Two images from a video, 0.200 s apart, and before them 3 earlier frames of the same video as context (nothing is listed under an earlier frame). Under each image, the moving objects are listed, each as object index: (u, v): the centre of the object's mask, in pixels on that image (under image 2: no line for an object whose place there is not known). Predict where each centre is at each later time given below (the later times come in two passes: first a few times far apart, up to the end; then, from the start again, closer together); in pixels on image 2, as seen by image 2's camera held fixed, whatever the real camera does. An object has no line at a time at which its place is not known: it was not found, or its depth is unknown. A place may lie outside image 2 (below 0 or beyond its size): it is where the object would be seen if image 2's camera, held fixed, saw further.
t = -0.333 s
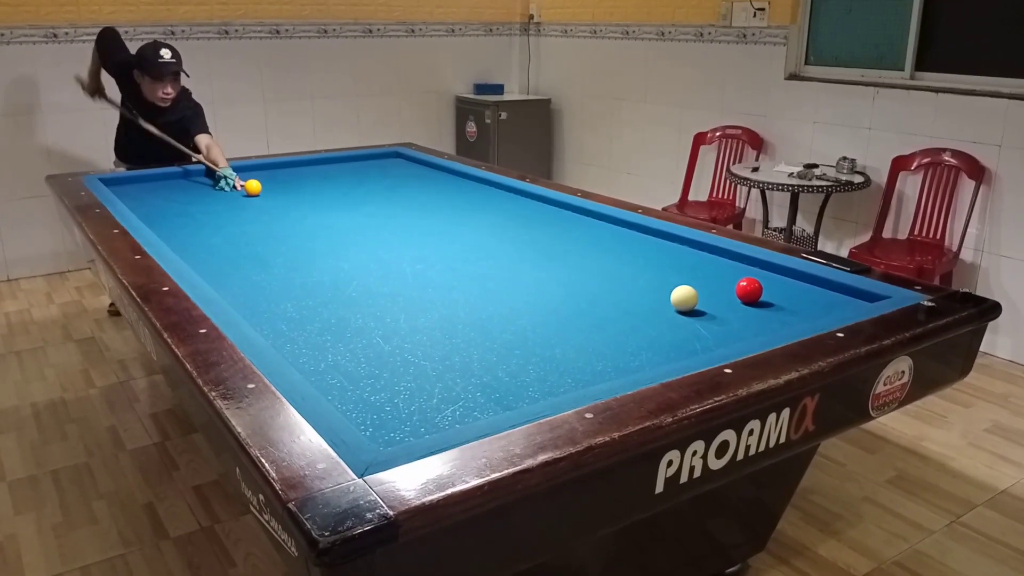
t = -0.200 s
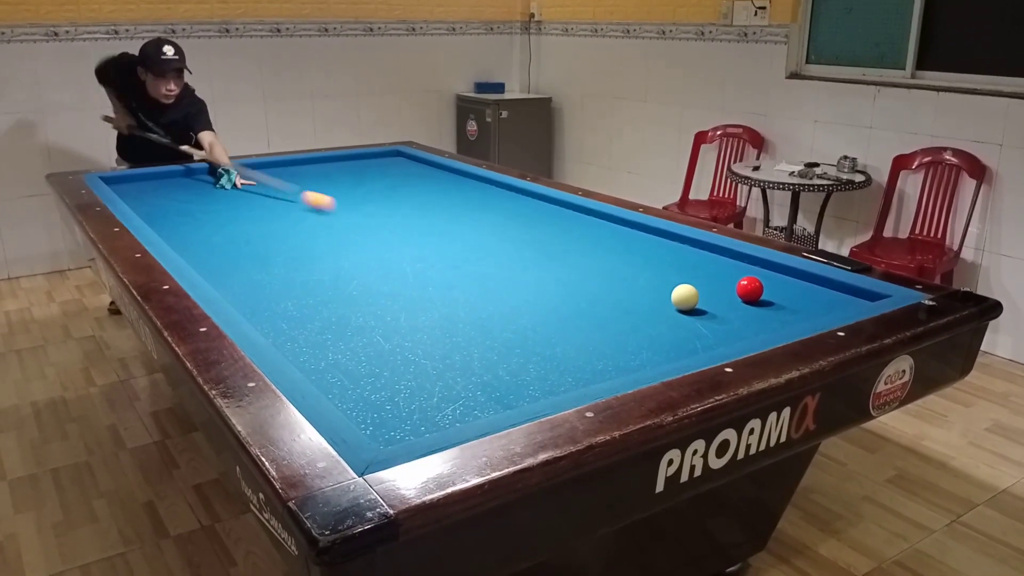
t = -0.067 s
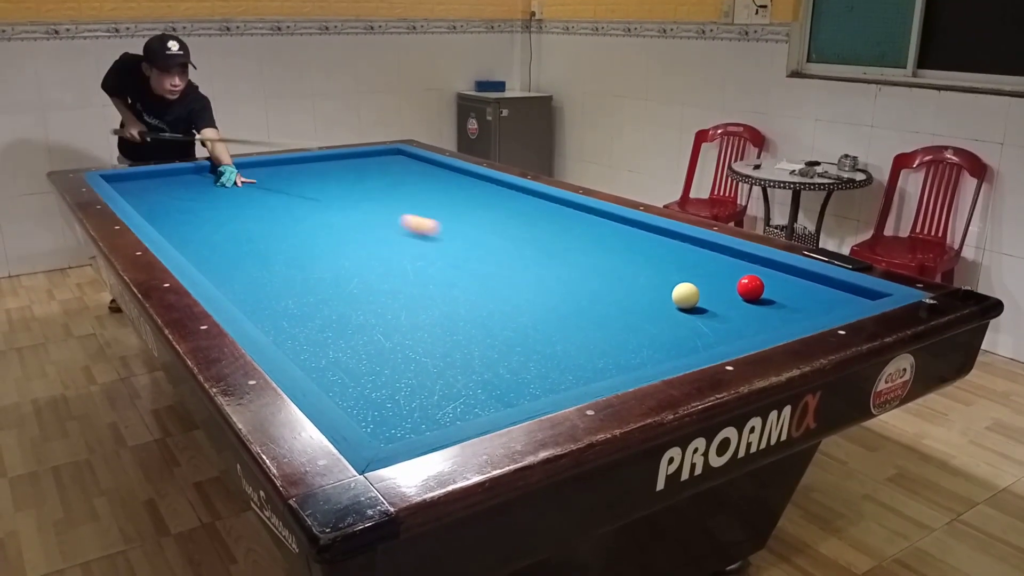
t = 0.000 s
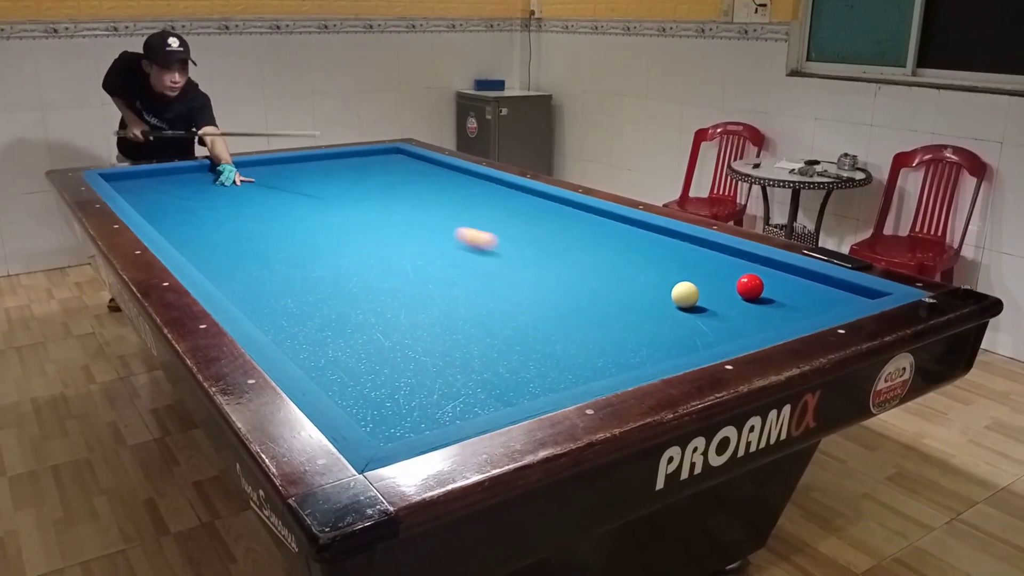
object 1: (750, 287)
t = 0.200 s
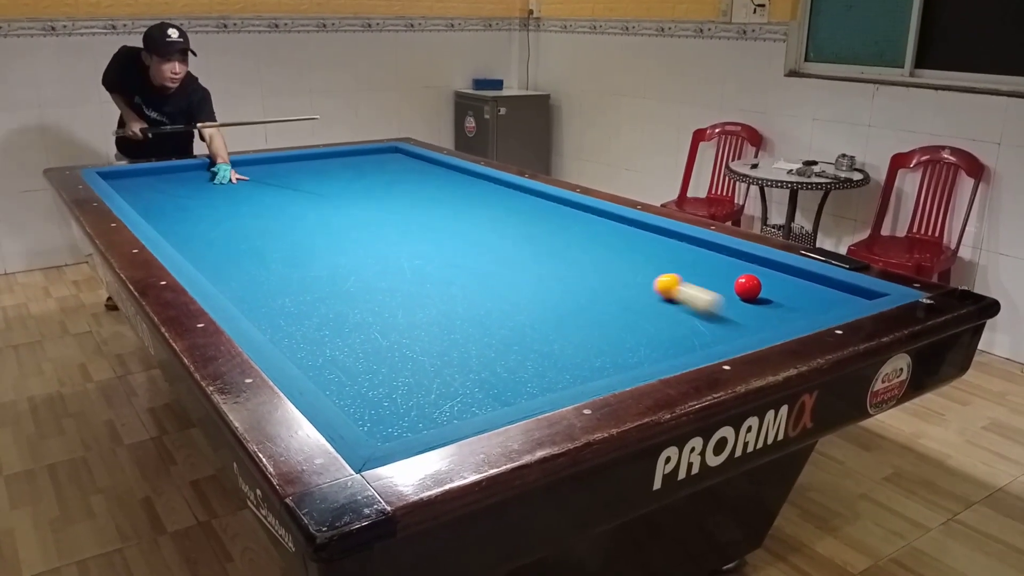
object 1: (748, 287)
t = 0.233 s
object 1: (748, 287)
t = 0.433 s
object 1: (754, 288)
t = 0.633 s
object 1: (781, 293)
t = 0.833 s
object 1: (805, 299)
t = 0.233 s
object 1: (748, 287)
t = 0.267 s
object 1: (748, 287)
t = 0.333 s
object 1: (748, 287)
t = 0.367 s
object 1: (748, 287)
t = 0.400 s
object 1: (749, 287)
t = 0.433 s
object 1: (754, 288)
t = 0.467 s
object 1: (759, 289)
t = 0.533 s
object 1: (768, 291)
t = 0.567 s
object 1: (772, 292)
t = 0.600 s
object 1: (777, 293)
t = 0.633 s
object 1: (781, 293)
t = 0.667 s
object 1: (785, 294)
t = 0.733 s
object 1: (793, 296)
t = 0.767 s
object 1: (797, 298)
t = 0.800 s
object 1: (801, 298)
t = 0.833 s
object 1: (805, 299)
